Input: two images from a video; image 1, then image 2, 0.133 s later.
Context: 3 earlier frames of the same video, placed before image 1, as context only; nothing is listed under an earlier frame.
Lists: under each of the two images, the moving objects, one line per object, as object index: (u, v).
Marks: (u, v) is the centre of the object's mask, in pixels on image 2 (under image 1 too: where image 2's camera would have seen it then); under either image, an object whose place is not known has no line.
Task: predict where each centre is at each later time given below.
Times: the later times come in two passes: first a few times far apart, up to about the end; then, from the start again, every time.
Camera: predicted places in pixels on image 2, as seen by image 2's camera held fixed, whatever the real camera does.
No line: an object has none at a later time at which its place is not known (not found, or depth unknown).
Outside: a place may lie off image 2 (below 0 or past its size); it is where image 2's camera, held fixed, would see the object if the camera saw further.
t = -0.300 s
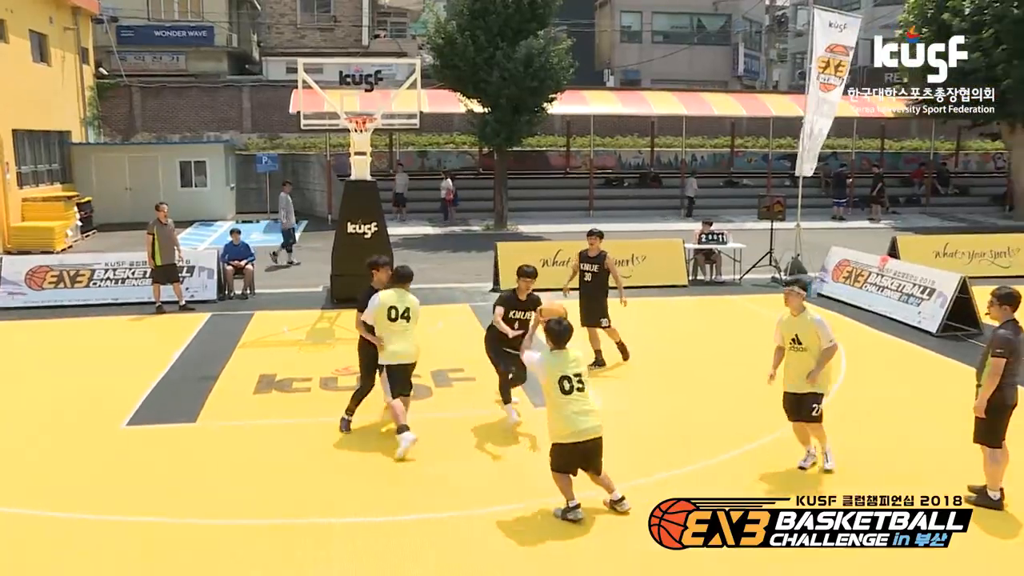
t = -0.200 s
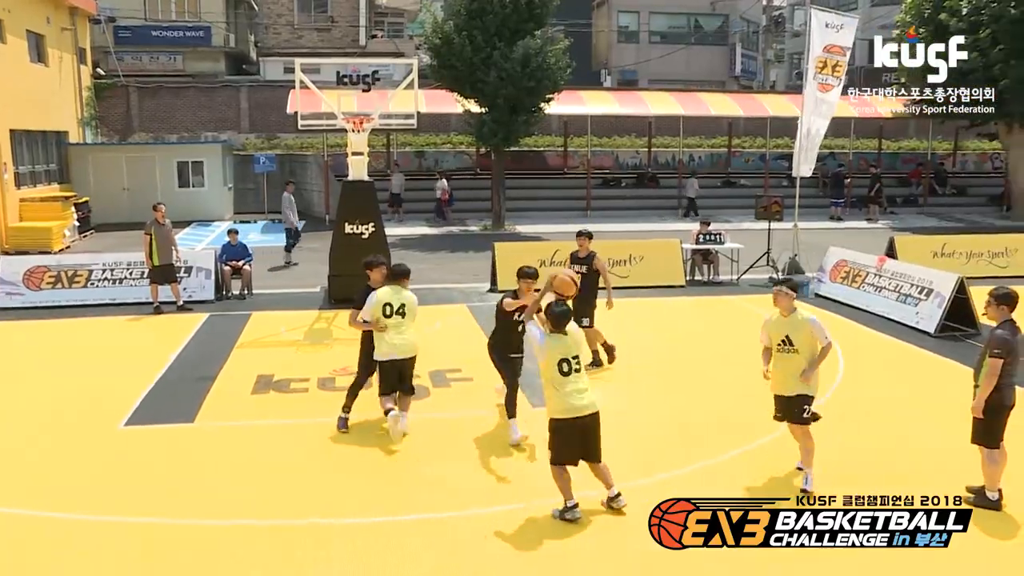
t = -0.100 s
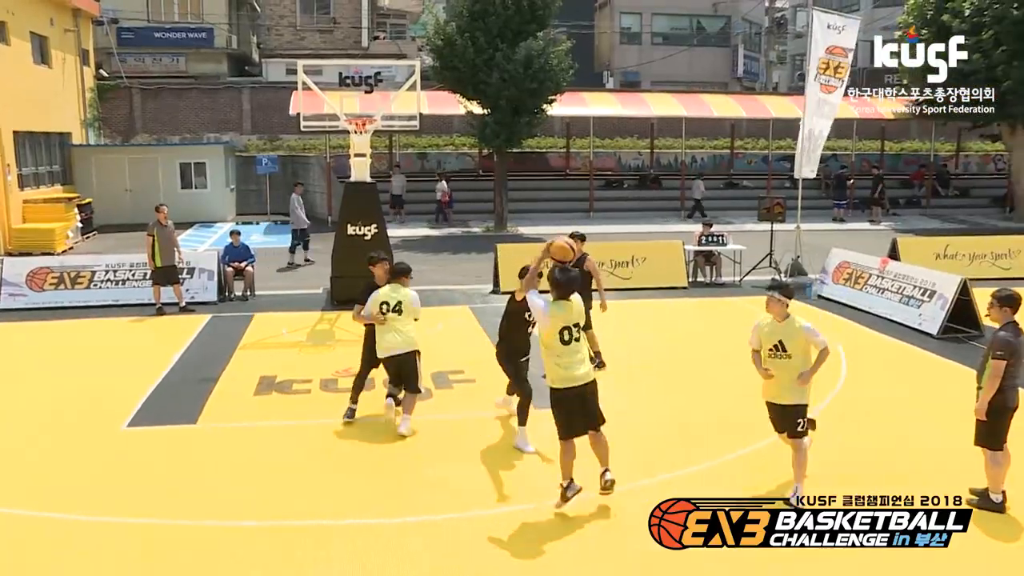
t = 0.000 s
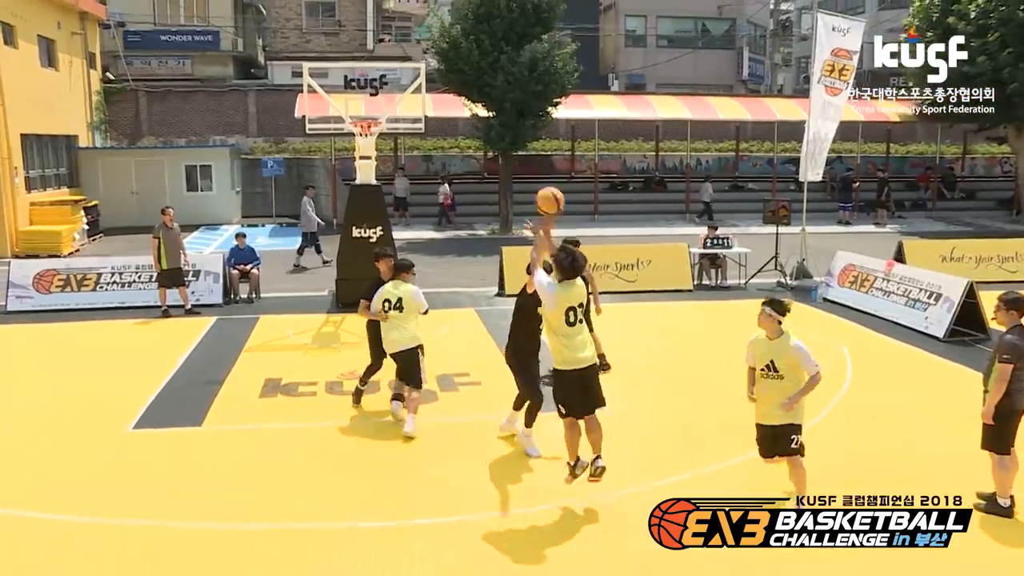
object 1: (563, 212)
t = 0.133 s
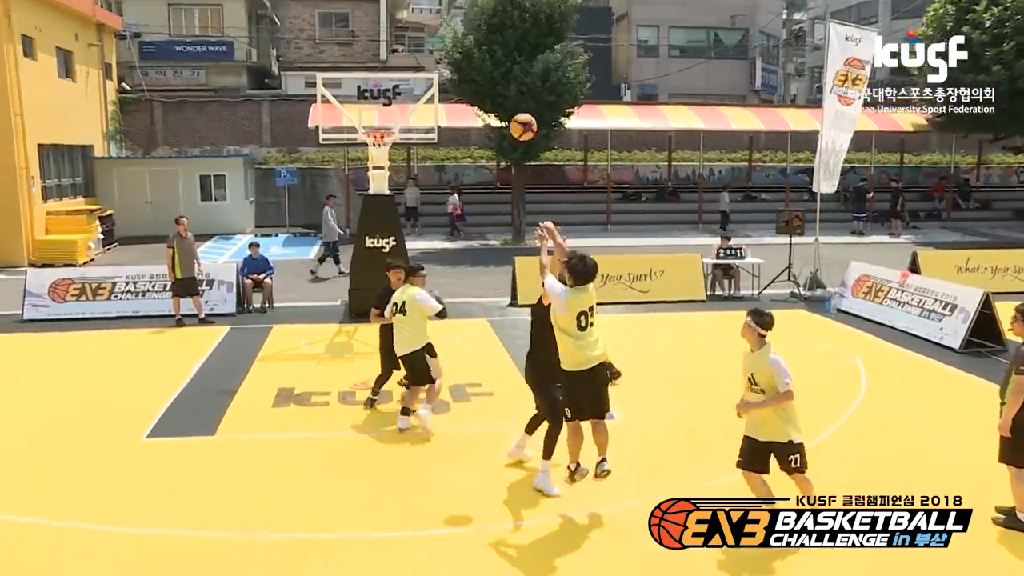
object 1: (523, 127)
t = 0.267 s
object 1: (490, 74)
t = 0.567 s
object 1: (437, 38)
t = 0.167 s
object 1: (514, 111)
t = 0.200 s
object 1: (506, 96)
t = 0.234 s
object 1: (498, 84)
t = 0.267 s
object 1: (490, 74)
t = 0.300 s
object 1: (483, 64)
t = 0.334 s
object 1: (476, 57)
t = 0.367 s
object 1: (469, 50)
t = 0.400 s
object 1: (464, 46)
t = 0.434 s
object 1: (457, 42)
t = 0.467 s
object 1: (451, 40)
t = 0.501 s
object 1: (446, 38)
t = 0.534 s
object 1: (441, 37)
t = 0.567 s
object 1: (437, 38)
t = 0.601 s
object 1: (431, 39)
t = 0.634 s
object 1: (427, 40)
